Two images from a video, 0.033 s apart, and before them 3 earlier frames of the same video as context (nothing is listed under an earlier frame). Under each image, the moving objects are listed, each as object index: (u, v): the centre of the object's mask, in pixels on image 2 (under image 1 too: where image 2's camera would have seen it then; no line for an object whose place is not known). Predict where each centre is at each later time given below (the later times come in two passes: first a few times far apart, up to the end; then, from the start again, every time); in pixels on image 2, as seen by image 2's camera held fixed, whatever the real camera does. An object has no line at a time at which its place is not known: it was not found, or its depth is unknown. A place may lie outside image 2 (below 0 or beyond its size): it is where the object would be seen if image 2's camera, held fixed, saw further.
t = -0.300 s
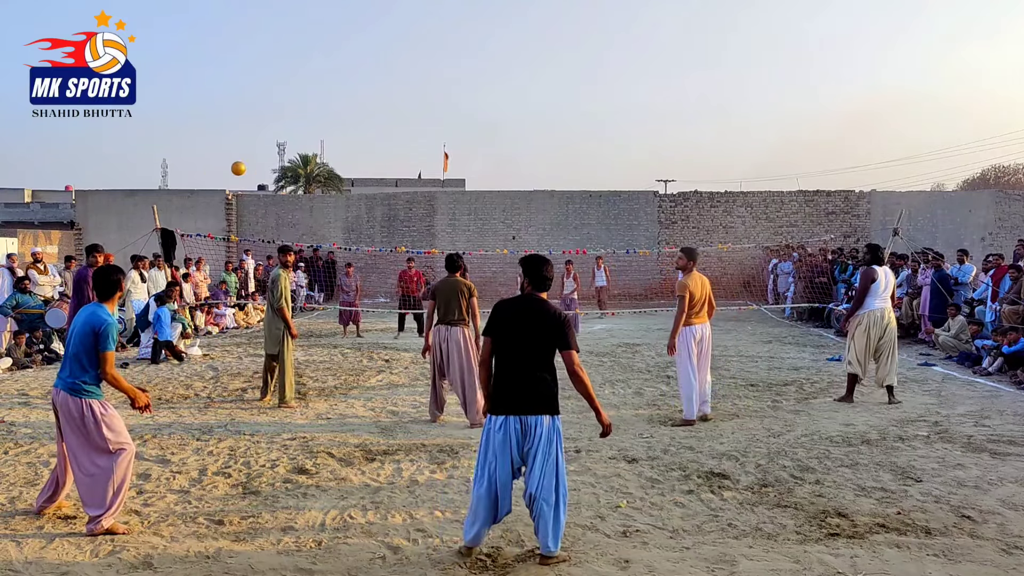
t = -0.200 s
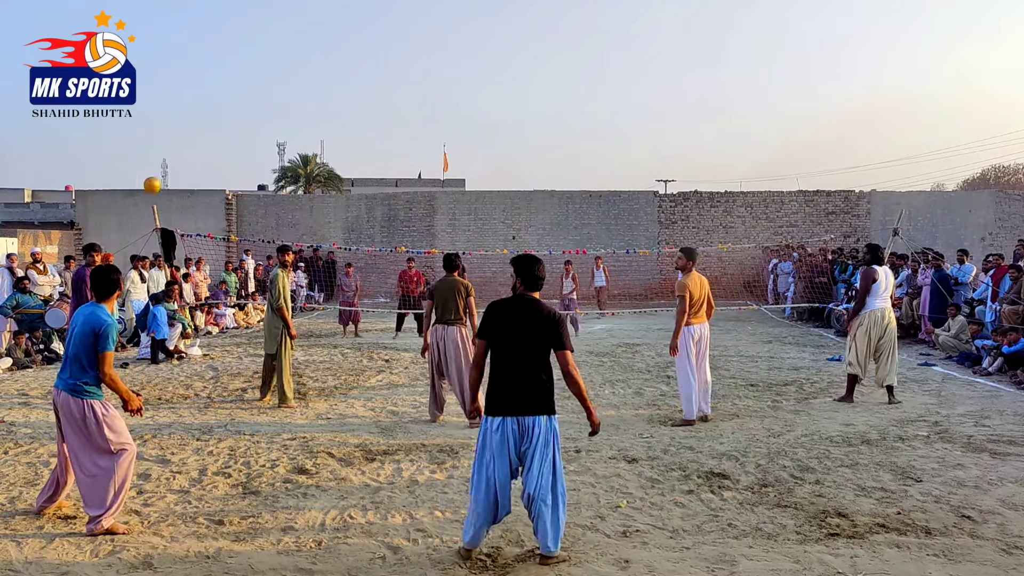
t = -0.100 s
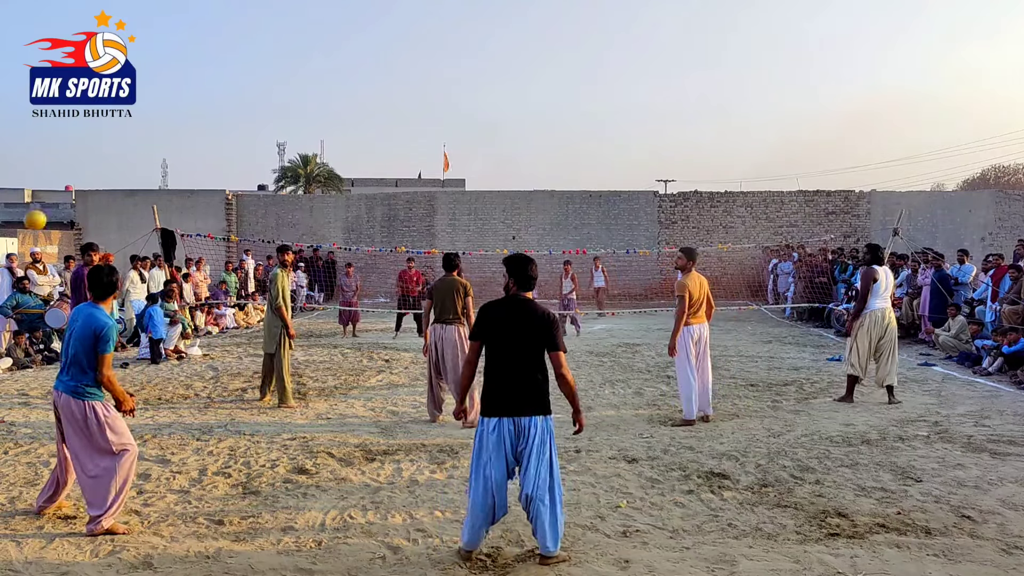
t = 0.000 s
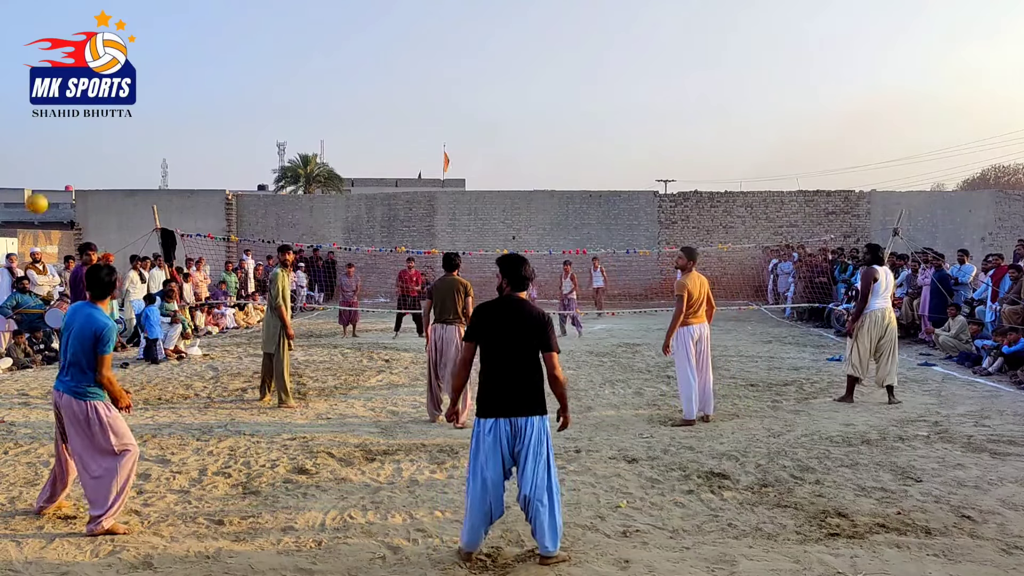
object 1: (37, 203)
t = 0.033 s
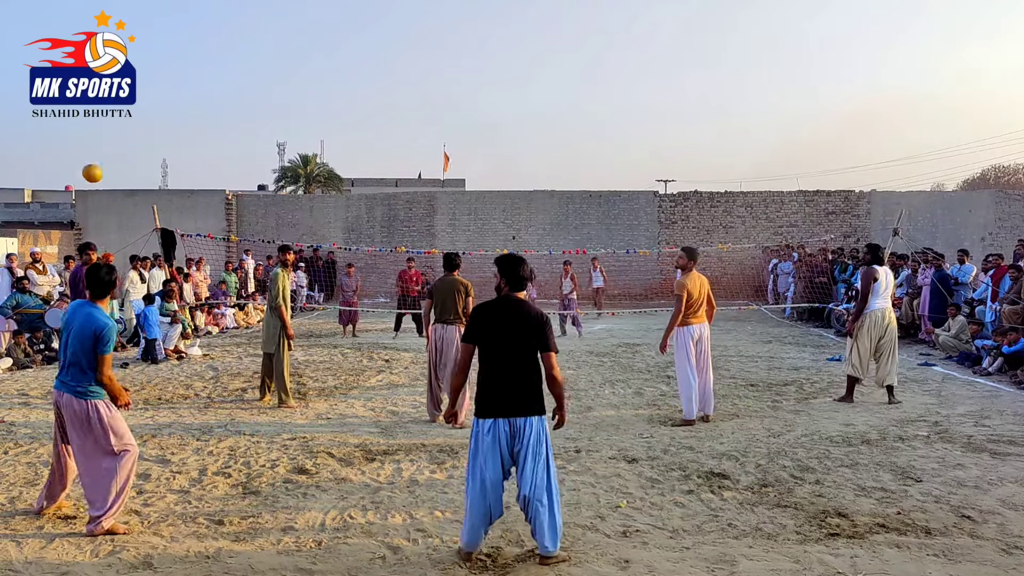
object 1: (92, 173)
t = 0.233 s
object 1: (309, 80)
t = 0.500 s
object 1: (461, 68)
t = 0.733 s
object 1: (541, 99)
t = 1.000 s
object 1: (603, 155)
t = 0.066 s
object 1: (141, 148)
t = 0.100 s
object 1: (182, 128)
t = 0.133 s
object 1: (220, 111)
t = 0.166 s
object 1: (253, 98)
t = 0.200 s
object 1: (282, 88)
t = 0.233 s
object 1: (309, 80)
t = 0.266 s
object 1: (334, 74)
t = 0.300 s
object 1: (356, 70)
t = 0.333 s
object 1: (377, 67)
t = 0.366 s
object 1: (396, 65)
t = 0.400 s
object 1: (414, 65)
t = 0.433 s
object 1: (431, 65)
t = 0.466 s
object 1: (446, 66)
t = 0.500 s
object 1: (461, 68)
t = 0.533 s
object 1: (473, 71)
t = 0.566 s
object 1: (486, 74)
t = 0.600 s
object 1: (499, 78)
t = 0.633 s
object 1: (510, 83)
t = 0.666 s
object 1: (521, 88)
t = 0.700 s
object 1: (531, 93)
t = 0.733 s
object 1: (541, 99)
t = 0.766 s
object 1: (550, 105)
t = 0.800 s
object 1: (558, 111)
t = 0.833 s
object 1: (567, 118)
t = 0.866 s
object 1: (575, 125)
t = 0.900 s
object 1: (582, 132)
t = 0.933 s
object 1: (589, 140)
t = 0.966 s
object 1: (597, 147)
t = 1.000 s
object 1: (603, 155)
